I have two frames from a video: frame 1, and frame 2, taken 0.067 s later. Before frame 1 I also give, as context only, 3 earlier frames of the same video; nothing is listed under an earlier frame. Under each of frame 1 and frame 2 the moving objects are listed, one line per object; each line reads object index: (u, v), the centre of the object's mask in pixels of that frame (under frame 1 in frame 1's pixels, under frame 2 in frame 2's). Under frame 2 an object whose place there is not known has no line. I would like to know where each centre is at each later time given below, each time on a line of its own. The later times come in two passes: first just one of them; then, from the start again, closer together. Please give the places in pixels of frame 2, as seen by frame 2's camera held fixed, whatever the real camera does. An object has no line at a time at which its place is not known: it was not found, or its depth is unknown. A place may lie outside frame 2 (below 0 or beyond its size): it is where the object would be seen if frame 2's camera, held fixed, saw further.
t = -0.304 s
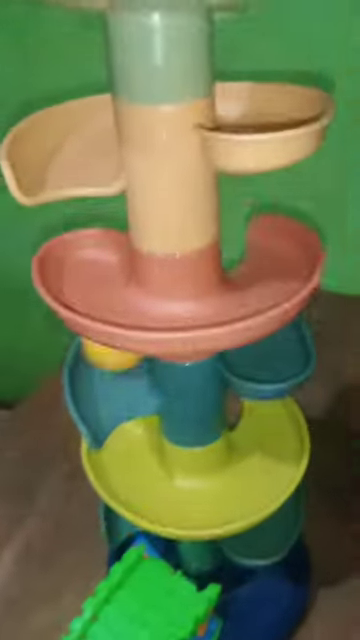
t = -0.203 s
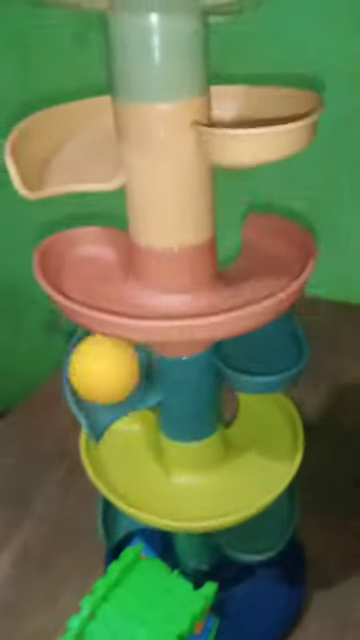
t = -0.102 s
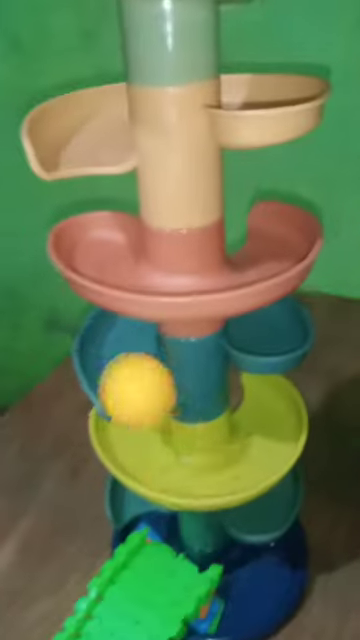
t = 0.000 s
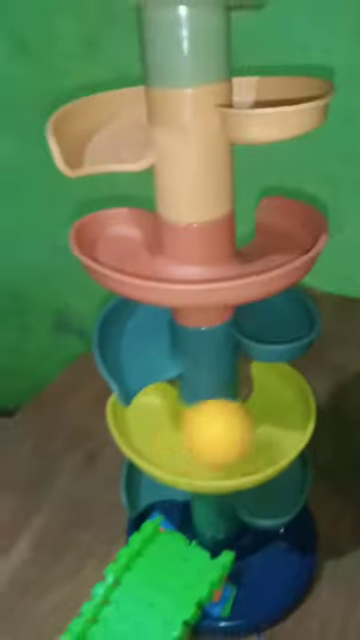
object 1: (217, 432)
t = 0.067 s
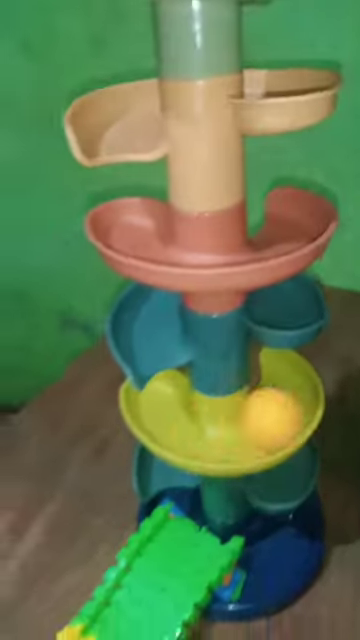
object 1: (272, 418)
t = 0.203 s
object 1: (283, 378)
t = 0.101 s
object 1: (283, 406)
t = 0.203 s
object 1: (283, 378)
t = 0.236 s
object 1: (271, 368)
